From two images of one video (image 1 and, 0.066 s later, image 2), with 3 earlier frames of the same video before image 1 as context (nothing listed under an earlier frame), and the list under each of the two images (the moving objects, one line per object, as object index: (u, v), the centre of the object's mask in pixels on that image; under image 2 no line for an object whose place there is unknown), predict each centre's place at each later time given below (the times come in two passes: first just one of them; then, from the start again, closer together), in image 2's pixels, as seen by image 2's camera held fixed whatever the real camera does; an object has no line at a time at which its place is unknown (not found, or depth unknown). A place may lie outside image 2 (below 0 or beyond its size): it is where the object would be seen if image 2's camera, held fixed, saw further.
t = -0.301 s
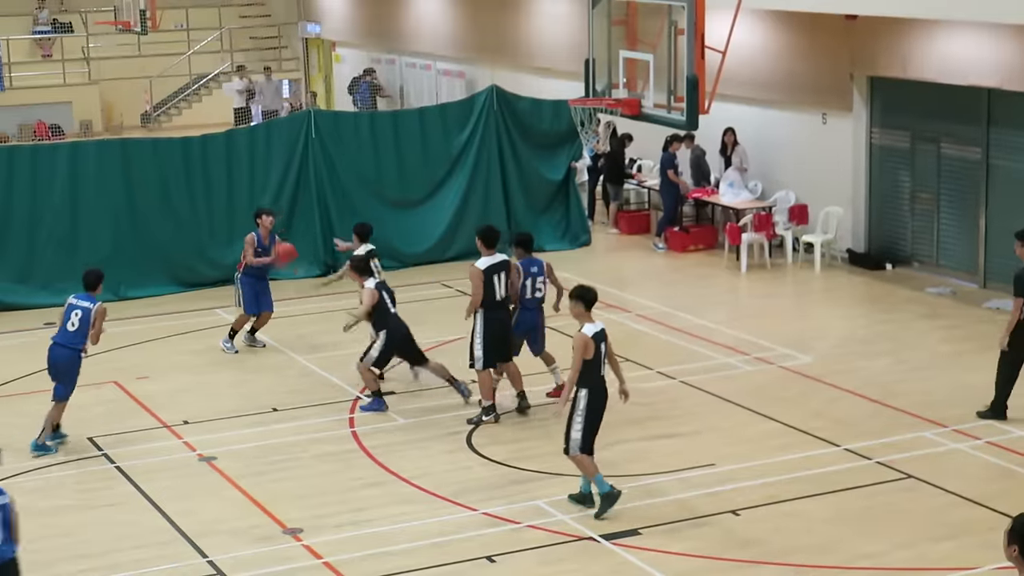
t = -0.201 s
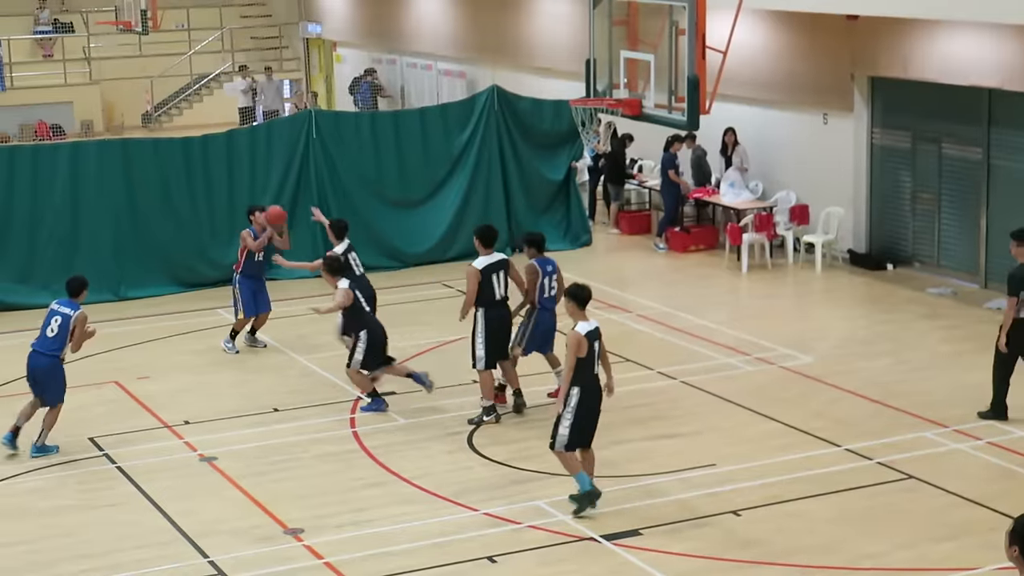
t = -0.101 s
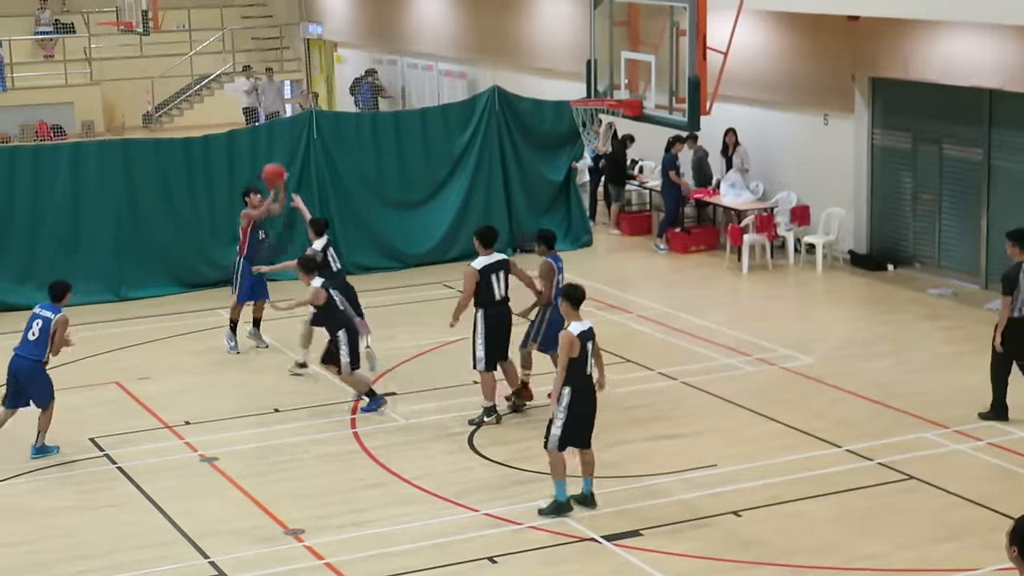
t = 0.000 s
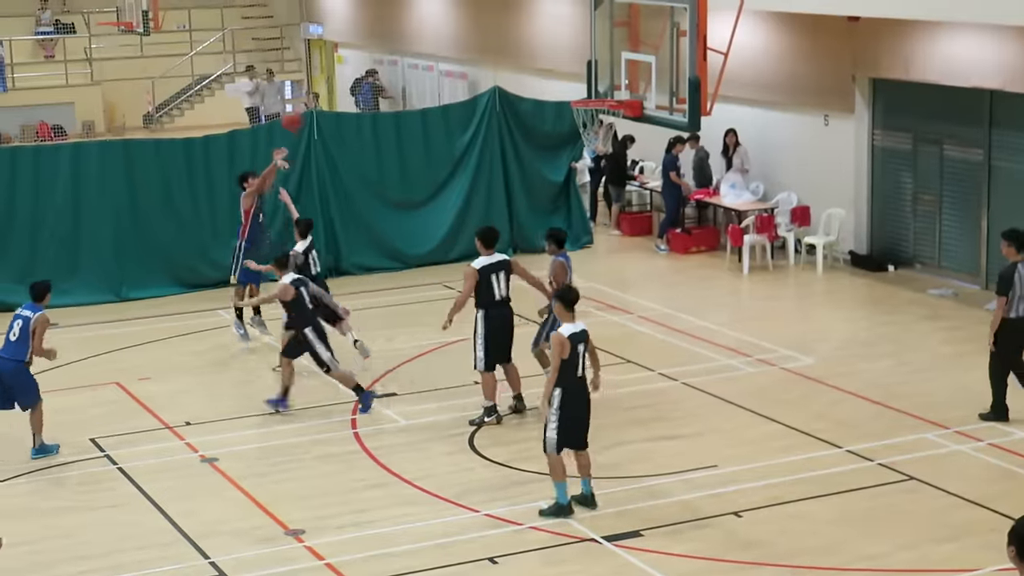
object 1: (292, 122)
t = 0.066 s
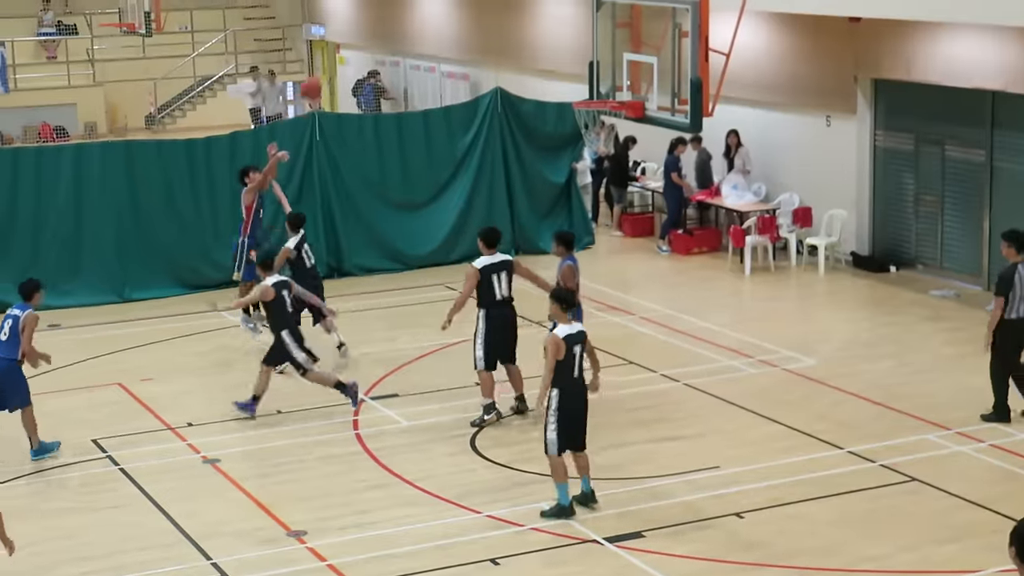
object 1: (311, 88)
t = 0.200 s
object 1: (343, 36)
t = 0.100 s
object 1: (318, 74)
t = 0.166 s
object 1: (334, 48)
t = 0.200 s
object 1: (343, 36)
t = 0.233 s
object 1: (351, 25)
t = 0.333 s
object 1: (378, -4)
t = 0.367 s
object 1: (388, -13)
